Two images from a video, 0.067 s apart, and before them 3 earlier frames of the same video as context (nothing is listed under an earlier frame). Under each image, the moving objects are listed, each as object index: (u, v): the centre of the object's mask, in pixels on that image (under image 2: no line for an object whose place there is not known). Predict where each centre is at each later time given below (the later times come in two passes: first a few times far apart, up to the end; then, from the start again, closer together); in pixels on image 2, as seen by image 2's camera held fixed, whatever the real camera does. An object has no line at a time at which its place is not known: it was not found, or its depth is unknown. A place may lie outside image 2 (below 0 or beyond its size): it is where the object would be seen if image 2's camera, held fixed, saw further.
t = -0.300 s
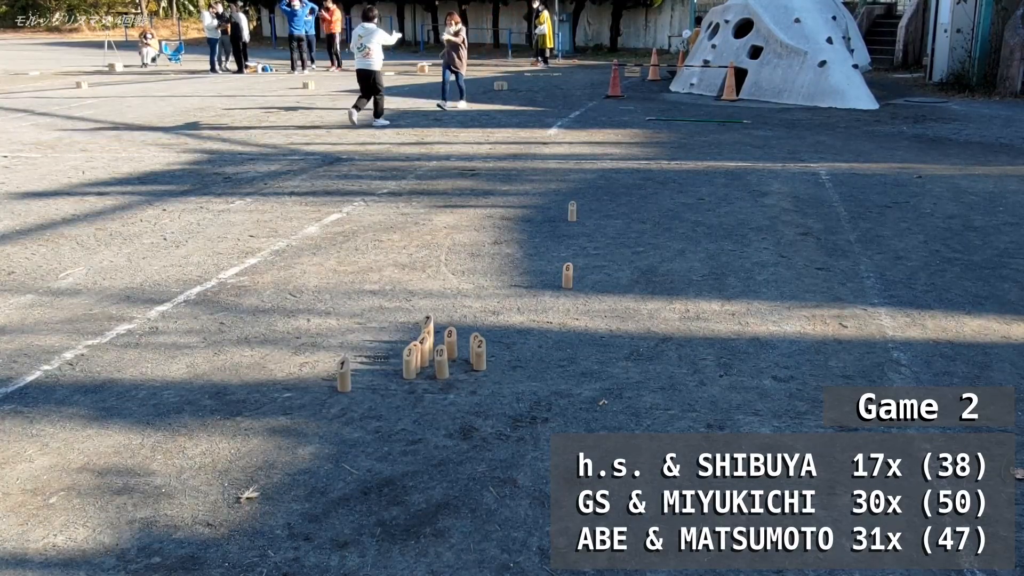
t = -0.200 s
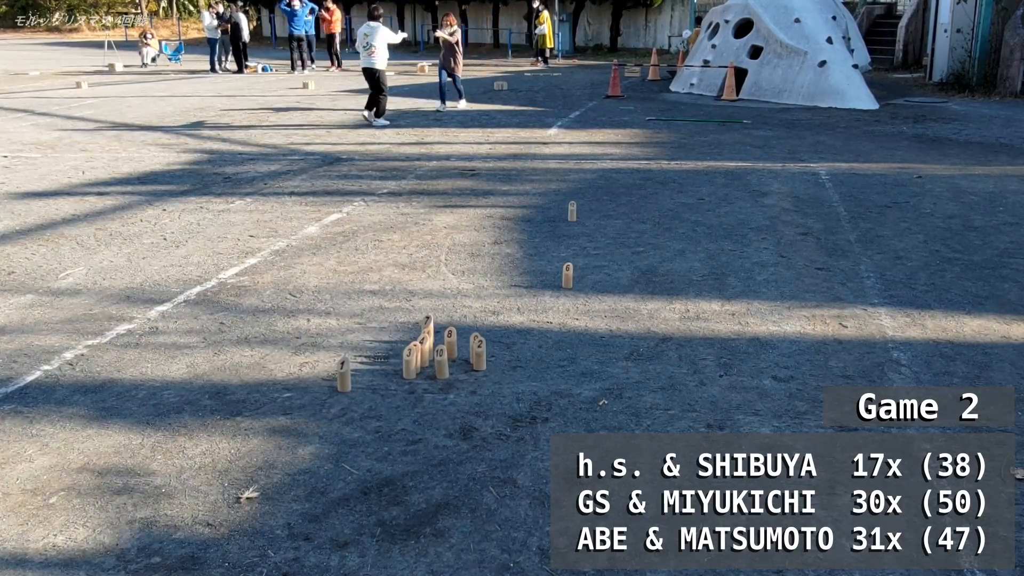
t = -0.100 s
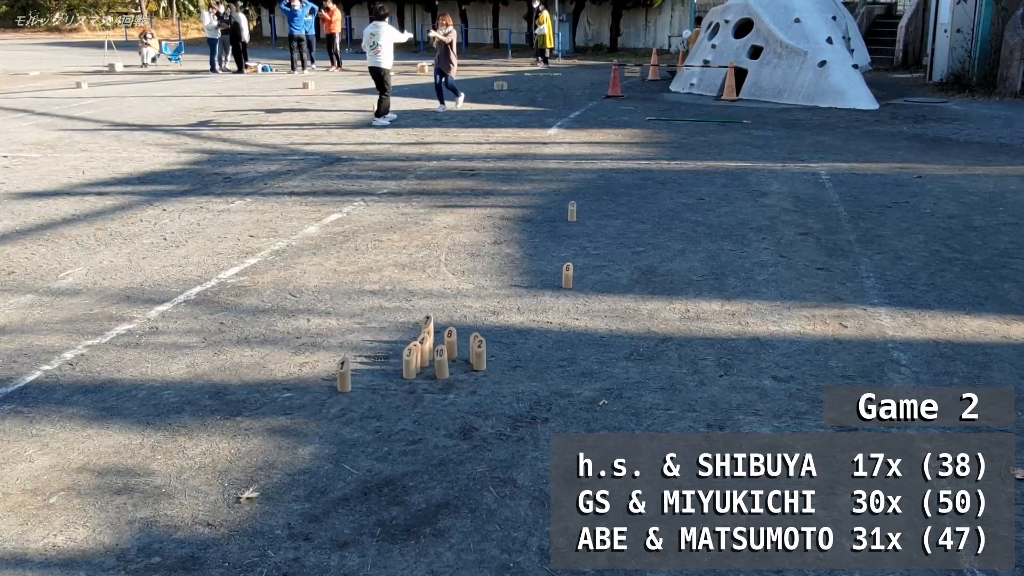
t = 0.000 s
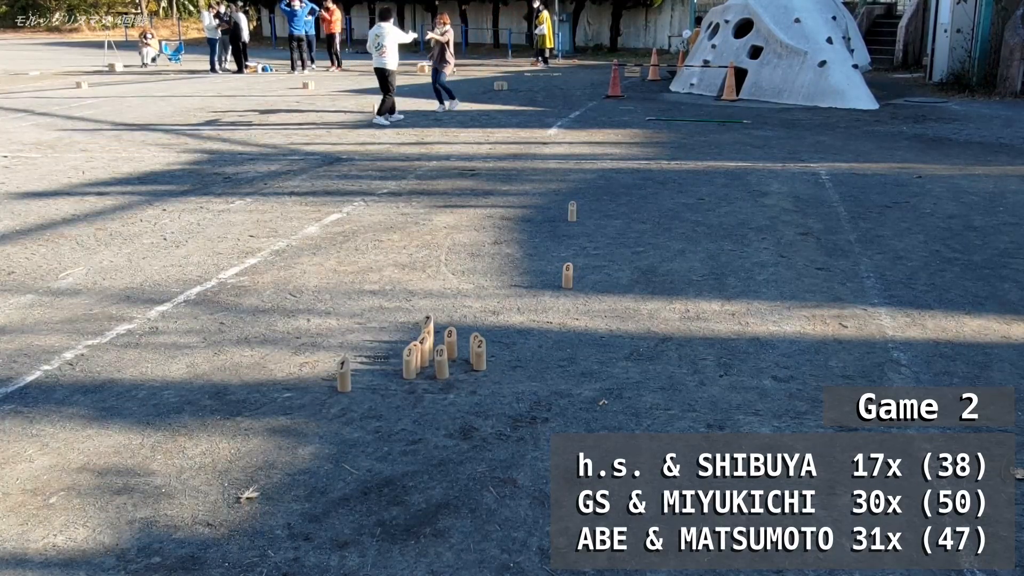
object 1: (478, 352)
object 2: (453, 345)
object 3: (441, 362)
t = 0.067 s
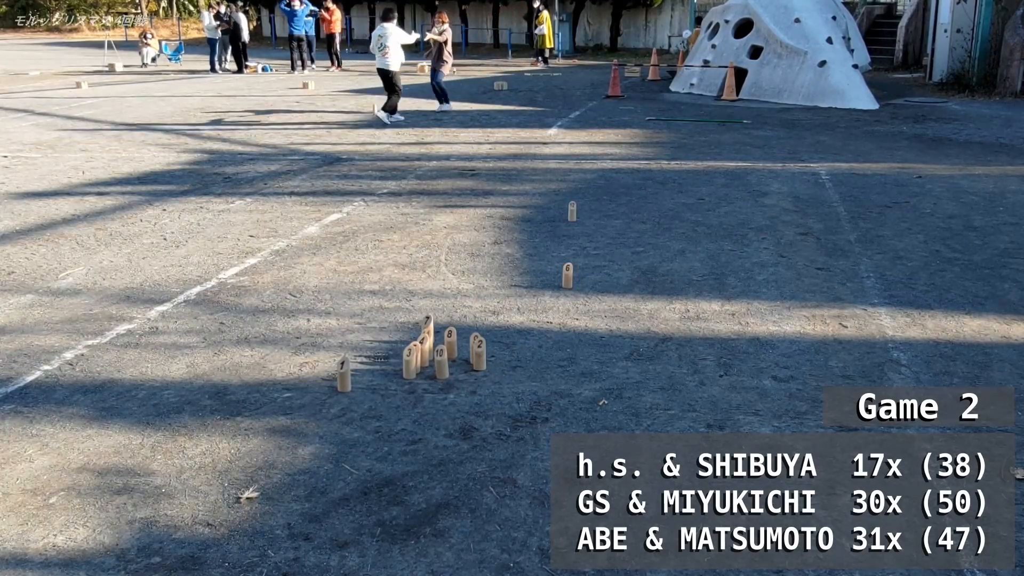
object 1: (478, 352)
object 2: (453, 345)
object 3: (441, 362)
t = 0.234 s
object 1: (478, 352)
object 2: (453, 345)
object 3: (441, 362)
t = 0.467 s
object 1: (478, 352)
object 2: (453, 345)
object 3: (441, 362)
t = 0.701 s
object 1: (478, 352)
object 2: (453, 345)
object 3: (441, 362)
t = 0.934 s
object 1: (491, 353)
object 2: (450, 324)
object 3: (443, 344)
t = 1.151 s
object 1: (528, 356)
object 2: (443, 300)
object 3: (438, 337)
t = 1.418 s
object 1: (541, 350)
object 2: (436, 282)
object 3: (438, 337)
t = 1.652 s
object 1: (543, 347)
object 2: (438, 274)
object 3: (437, 337)
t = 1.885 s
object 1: (542, 348)
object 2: (448, 270)
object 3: (437, 337)
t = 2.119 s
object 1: (542, 349)
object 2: (456, 266)
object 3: (437, 337)
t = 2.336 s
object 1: (541, 350)
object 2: (461, 264)
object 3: (437, 338)
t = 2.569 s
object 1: (540, 351)
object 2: (462, 263)
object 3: (437, 338)
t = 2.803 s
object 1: (539, 352)
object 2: (462, 264)
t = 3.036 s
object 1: (538, 352)
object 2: (461, 265)
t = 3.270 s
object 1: (539, 352)
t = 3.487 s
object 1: (539, 352)
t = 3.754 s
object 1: (539, 352)
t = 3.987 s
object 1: (539, 352)
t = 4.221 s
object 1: (539, 352)
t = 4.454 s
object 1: (539, 352)
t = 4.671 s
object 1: (538, 352)
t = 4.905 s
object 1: (538, 352)
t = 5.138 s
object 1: (539, 352)
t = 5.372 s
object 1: (539, 352)
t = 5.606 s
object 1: (539, 352)
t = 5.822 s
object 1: (539, 352)
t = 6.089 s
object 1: (539, 352)
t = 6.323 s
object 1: (539, 352)
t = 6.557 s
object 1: (538, 352)
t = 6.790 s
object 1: (539, 352)
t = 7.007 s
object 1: (539, 352)
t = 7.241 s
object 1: (539, 352)
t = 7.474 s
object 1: (539, 352)
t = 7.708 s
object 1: (539, 352)
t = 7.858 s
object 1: (539, 352)
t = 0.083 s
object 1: (478, 352)
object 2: (453, 345)
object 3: (441, 362)
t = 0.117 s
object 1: (478, 352)
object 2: (453, 345)
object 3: (441, 362)
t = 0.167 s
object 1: (478, 352)
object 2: (453, 345)
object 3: (441, 362)
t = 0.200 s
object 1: (478, 352)
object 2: (453, 345)
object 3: (441, 362)
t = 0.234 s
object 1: (478, 352)
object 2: (453, 345)
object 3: (441, 362)
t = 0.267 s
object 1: (478, 352)
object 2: (453, 345)
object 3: (441, 362)
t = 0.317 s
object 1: (478, 352)
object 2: (453, 345)
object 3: (441, 362)
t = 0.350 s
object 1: (478, 352)
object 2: (453, 345)
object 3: (441, 362)
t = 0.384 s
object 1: (478, 352)
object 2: (453, 345)
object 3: (441, 362)
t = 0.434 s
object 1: (478, 352)
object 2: (453, 345)
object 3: (441, 362)
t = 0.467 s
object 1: (478, 352)
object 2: (453, 345)
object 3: (441, 362)
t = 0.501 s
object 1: (478, 352)
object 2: (453, 345)
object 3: (441, 362)
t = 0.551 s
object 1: (478, 352)
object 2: (453, 345)
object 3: (441, 362)
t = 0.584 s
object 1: (478, 352)
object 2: (453, 345)
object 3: (441, 362)
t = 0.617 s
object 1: (478, 352)
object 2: (453, 345)
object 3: (441, 362)
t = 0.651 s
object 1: (478, 352)
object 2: (453, 345)
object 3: (441, 362)
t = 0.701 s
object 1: (478, 352)
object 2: (453, 345)
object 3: (441, 362)
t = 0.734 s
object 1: (478, 352)
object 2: (453, 345)
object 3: (441, 362)
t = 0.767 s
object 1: (478, 352)
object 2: (453, 345)
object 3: (441, 361)
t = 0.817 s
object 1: (478, 351)
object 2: (452, 334)
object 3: (451, 350)
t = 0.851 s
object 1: (479, 351)
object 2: (452, 335)
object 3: (454, 347)
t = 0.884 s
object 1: (480, 354)
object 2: (450, 332)
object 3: (448, 346)
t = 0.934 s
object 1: (491, 353)
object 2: (450, 324)
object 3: (443, 344)
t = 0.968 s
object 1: (499, 354)
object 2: (449, 319)
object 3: (440, 341)
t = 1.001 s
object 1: (505, 354)
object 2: (447, 312)
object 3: (437, 339)
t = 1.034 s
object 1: (511, 355)
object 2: (446, 307)
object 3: (438, 338)
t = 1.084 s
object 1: (521, 358)
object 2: (446, 307)
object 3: (438, 338)
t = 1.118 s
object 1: (525, 357)
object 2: (444, 303)
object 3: (438, 337)
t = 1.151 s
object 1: (528, 356)
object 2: (443, 300)
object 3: (438, 337)
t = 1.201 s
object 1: (531, 354)
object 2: (441, 296)
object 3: (438, 337)
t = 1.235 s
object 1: (532, 353)
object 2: (440, 293)
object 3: (438, 336)
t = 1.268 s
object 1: (535, 353)
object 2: (440, 291)
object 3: (438, 336)
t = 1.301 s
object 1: (537, 353)
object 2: (439, 289)
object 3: (438, 336)
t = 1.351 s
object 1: (539, 352)
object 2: (439, 286)
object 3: (438, 336)
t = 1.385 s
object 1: (540, 351)
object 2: (439, 284)
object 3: (438, 336)
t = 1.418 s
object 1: (541, 350)
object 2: (436, 282)
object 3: (438, 337)
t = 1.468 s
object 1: (542, 349)
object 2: (437, 281)
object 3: (438, 337)
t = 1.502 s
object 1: (542, 349)
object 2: (436, 280)
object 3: (437, 337)
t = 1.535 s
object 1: (542, 348)
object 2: (436, 279)
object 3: (437, 337)
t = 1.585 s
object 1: (543, 348)
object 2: (437, 277)
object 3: (437, 337)
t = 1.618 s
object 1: (543, 347)
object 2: (437, 275)
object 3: (437, 337)
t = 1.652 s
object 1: (543, 347)
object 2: (438, 274)
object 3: (437, 337)
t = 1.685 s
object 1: (543, 347)
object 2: (441, 274)
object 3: (437, 337)
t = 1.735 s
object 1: (543, 347)
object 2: (444, 273)
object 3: (437, 337)
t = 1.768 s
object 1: (543, 347)
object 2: (445, 272)
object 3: (437, 337)
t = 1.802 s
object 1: (543, 347)
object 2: (446, 271)
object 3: (437, 337)
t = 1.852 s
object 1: (543, 348)
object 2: (447, 270)
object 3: (437, 337)
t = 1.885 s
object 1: (542, 348)
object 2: (448, 270)
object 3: (437, 337)
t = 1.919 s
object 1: (542, 348)
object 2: (450, 269)
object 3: (437, 337)
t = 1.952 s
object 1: (542, 348)
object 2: (451, 268)
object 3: (437, 337)
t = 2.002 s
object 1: (542, 349)
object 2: (452, 267)
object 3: (437, 337)
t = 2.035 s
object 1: (542, 349)
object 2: (453, 266)
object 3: (437, 337)
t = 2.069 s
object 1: (542, 349)
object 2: (455, 266)
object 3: (437, 337)
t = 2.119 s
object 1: (542, 349)
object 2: (456, 266)
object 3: (437, 337)
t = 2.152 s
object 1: (541, 350)
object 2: (457, 265)
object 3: (437, 337)
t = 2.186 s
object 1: (541, 350)
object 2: (458, 265)
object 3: (437, 337)
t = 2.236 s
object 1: (541, 350)
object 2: (459, 265)
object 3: (437, 337)
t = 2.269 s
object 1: (541, 350)
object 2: (460, 265)
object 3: (437, 337)
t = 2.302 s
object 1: (541, 350)
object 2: (460, 264)
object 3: (437, 337)
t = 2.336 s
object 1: (541, 350)
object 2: (461, 264)
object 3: (437, 338)
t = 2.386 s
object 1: (541, 350)
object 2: (461, 264)
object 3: (437, 338)
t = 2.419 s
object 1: (541, 350)
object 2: (462, 264)
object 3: (437, 338)
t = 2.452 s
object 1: (541, 351)
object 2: (462, 264)
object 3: (437, 338)
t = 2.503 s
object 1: (541, 351)
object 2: (462, 263)
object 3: (437, 338)
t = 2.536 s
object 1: (540, 351)
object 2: (462, 263)
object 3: (437, 338)
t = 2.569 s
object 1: (540, 351)
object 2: (462, 263)
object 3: (437, 338)
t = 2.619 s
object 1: (540, 351)
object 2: (462, 263)
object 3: (437, 338)
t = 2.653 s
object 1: (540, 351)
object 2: (462, 263)
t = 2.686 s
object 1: (540, 351)
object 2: (462, 263)
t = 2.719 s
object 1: (540, 351)
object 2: (462, 264)
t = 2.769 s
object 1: (539, 352)
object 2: (462, 264)
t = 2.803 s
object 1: (539, 352)
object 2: (462, 264)
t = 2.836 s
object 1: (539, 352)
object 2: (461, 264)
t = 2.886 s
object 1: (538, 352)
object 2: (461, 264)
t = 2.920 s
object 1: (538, 352)
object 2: (461, 264)
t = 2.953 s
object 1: (538, 352)
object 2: (461, 264)
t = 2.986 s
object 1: (538, 352)
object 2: (461, 265)
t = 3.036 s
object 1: (538, 352)
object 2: (461, 265)
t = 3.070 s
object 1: (538, 352)
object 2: (461, 265)
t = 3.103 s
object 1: (538, 352)
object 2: (461, 265)
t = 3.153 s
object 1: (538, 352)
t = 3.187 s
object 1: (539, 352)
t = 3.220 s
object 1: (539, 352)
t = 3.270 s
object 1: (539, 352)
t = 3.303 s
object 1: (539, 352)
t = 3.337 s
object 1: (539, 352)
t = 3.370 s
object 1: (539, 352)
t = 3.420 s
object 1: (539, 352)
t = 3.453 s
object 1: (539, 352)
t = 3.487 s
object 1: (539, 352)
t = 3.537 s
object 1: (539, 352)
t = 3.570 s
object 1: (539, 352)
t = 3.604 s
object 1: (539, 352)
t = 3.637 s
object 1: (539, 352)
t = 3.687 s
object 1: (539, 352)
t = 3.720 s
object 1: (539, 352)
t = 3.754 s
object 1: (539, 352)
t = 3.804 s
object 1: (539, 352)
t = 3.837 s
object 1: (539, 352)
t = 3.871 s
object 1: (539, 352)
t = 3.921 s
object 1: (539, 352)
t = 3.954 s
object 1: (539, 352)
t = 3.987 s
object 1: (539, 352)
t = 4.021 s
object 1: (539, 352)
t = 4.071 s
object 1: (539, 352)
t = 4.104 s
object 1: (539, 352)
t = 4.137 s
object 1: (539, 352)
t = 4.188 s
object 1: (539, 352)
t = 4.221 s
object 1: (539, 352)
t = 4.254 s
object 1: (539, 352)
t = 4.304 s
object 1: (539, 352)
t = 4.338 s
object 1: (539, 352)
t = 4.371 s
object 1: (539, 352)
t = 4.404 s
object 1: (539, 352)
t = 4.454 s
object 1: (539, 352)
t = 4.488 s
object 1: (539, 352)
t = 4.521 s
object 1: (539, 352)
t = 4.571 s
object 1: (539, 352)
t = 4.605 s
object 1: (539, 352)
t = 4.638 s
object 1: (538, 352)
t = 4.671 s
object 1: (538, 352)
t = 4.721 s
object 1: (538, 352)
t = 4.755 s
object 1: (538, 352)
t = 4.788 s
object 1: (539, 352)
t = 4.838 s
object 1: (538, 352)
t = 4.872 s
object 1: (538, 352)
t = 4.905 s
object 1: (538, 352)
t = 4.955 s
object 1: (538, 352)
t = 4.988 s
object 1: (538, 352)
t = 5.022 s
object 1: (538, 352)
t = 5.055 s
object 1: (538, 352)
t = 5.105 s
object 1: (538, 352)
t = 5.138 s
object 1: (539, 352)
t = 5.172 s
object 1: (539, 352)
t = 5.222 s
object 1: (539, 352)
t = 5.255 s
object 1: (539, 352)
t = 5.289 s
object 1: (539, 352)
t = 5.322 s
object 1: (539, 352)
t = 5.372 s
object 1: (539, 352)
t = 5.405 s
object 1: (539, 352)
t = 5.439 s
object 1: (539, 352)
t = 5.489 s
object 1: (539, 352)
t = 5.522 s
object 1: (539, 352)
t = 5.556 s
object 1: (539, 352)
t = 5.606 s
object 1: (539, 352)
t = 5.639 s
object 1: (539, 352)
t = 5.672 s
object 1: (539, 352)
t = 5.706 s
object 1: (539, 352)
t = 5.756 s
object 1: (539, 352)
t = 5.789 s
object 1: (539, 352)
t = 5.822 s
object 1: (539, 352)
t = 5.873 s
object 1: (539, 352)
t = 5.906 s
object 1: (539, 352)
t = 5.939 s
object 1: (539, 352)
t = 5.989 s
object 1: (539, 352)
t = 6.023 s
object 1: (539, 352)
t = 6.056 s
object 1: (539, 352)
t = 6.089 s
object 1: (539, 352)
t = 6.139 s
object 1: (539, 352)
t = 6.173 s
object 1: (539, 352)
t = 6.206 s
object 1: (539, 352)
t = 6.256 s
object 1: (539, 352)
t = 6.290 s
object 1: (539, 352)
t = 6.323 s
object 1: (539, 352)
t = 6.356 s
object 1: (539, 352)
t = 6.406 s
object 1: (539, 352)
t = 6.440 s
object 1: (539, 352)
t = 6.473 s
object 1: (539, 352)
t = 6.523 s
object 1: (539, 352)
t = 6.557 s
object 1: (538, 352)
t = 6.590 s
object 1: (538, 352)
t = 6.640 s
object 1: (538, 352)
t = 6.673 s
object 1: (538, 352)
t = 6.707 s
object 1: (538, 352)
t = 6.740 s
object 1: (539, 352)
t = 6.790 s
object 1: (539, 352)
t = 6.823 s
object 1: (539, 352)
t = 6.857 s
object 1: (539, 352)
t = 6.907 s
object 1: (539, 352)
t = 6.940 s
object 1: (539, 352)
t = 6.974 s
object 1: (539, 352)
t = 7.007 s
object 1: (539, 352)
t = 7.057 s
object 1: (539, 352)
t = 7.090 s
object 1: (539, 352)
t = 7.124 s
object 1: (539, 352)
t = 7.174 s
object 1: (539, 352)
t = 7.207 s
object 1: (539, 352)
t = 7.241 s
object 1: (539, 352)
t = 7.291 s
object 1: (539, 352)
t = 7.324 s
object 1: (539, 352)
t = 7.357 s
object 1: (539, 352)
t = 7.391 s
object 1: (539, 352)
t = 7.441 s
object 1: (539, 352)
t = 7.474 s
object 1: (539, 352)
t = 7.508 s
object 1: (539, 352)
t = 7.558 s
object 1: (539, 352)
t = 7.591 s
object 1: (539, 352)
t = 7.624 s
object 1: (539, 352)
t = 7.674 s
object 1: (539, 352)
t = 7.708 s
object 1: (539, 352)
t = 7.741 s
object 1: (539, 352)
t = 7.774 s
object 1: (539, 352)
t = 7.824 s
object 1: (539, 352)
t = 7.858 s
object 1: (539, 352)
